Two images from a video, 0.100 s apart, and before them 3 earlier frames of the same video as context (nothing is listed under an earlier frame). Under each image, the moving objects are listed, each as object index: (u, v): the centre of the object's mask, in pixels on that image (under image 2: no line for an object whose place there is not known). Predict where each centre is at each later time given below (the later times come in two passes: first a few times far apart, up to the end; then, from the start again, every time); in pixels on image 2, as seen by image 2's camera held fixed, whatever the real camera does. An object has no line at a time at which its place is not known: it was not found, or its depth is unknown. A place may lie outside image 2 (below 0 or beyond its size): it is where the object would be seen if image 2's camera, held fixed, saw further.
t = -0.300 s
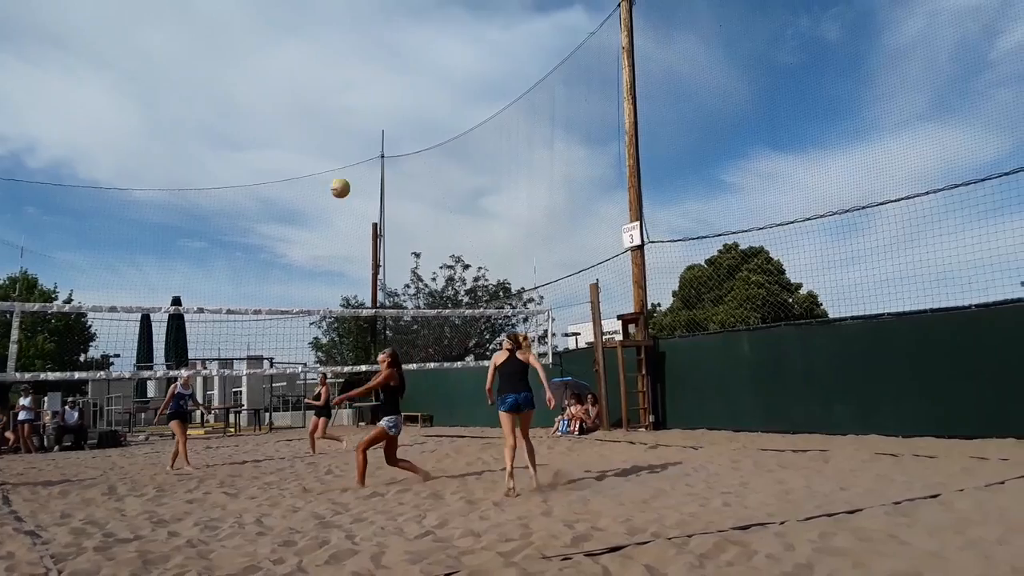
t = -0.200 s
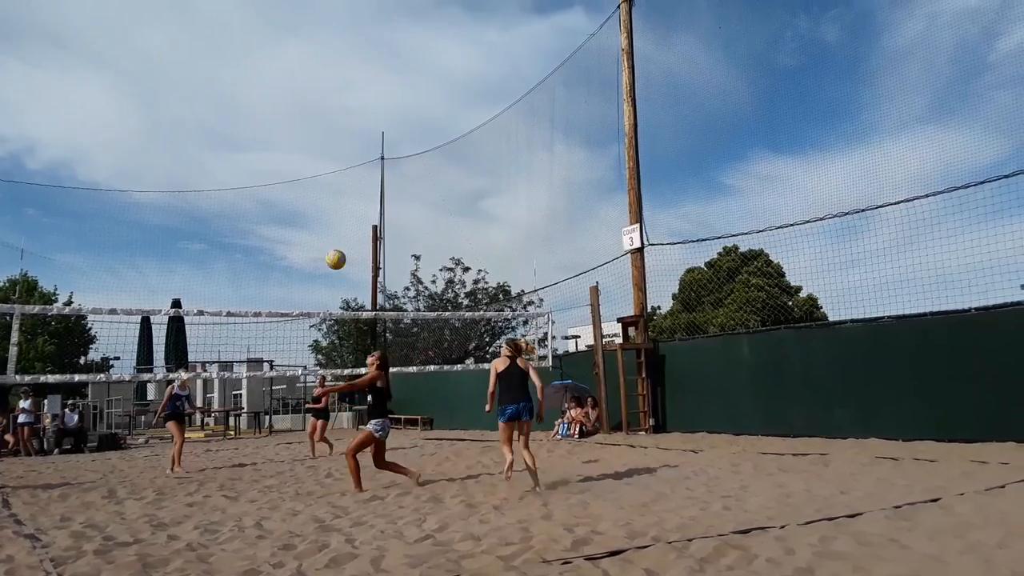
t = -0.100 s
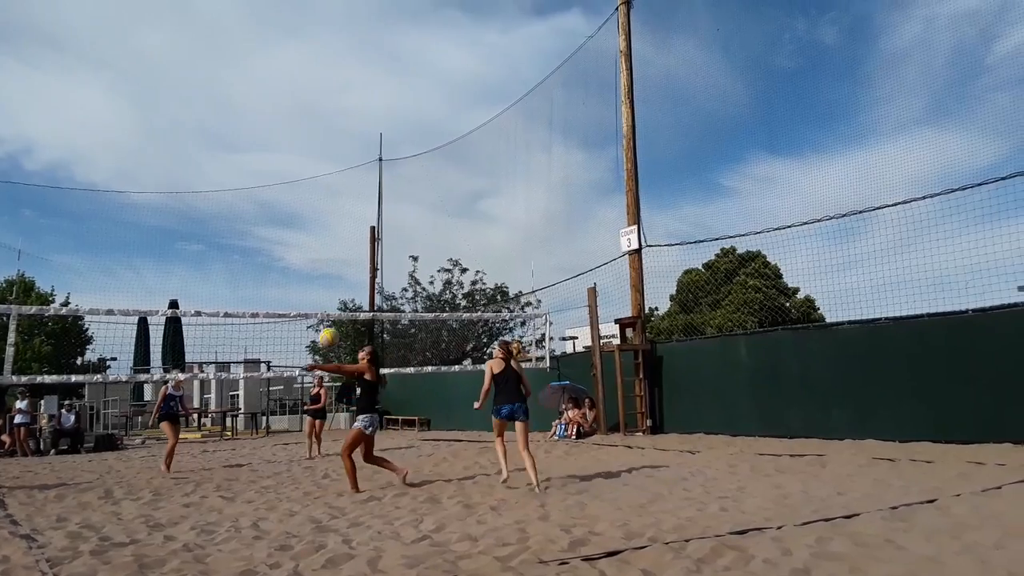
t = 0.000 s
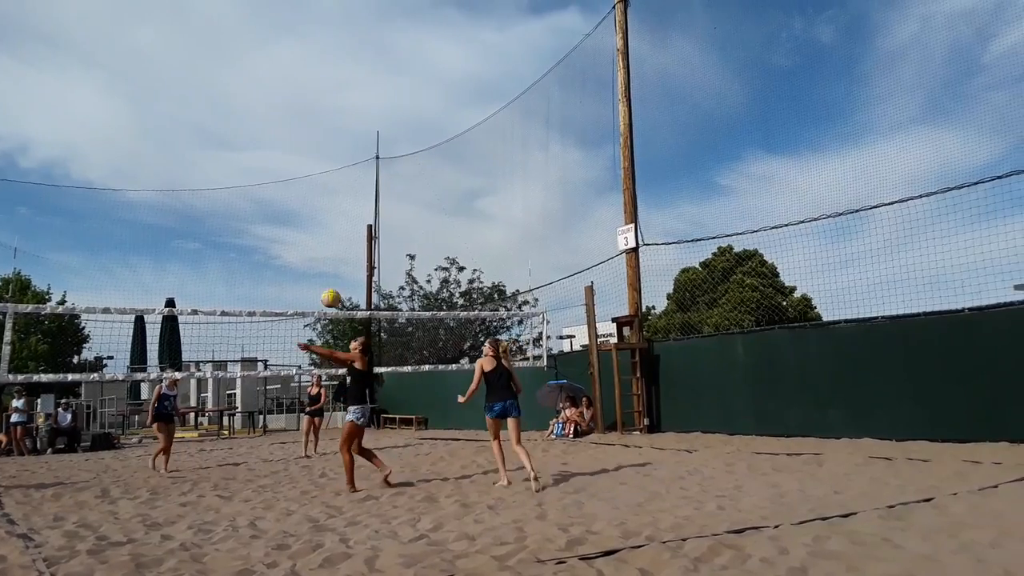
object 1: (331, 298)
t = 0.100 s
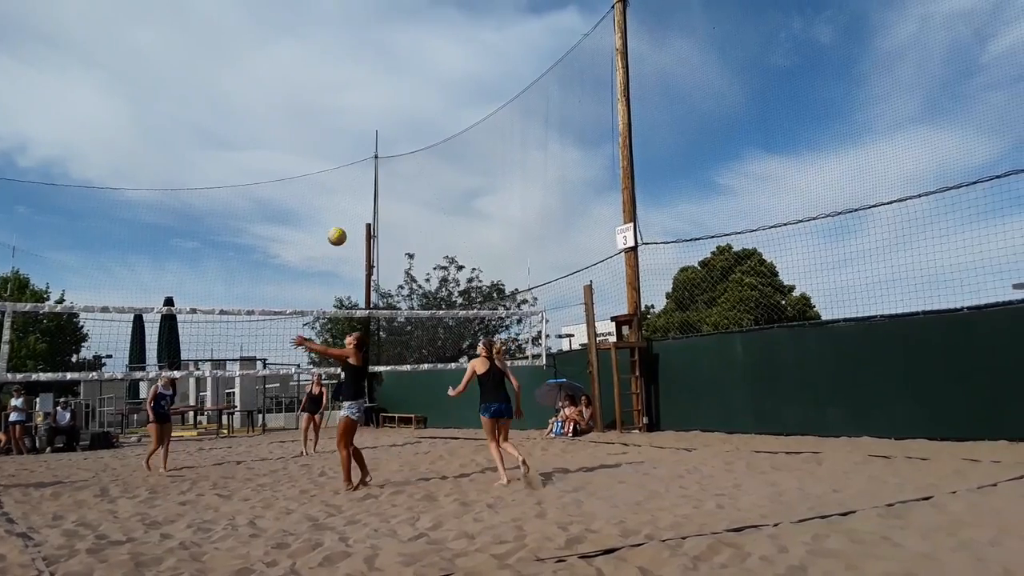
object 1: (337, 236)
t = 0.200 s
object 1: (344, 186)
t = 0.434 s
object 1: (359, 104)
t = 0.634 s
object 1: (372, 71)
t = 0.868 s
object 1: (387, 75)
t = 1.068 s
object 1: (401, 109)
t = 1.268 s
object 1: (415, 172)
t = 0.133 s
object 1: (339, 218)
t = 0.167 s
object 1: (342, 202)
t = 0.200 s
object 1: (344, 186)
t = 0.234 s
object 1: (346, 171)
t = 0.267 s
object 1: (348, 157)
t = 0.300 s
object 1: (350, 145)
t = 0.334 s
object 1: (352, 132)
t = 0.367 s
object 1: (354, 121)
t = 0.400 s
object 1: (357, 113)
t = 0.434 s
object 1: (359, 104)
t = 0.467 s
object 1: (361, 96)
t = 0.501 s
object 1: (363, 90)
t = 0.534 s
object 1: (365, 83)
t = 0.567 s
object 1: (367, 79)
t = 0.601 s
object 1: (369, 74)
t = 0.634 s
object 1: (372, 71)
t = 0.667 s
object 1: (374, 70)
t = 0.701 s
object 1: (377, 68)
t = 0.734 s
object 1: (379, 67)
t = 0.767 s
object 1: (382, 68)
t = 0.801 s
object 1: (384, 70)
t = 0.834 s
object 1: (386, 72)
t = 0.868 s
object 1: (387, 75)
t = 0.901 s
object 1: (390, 78)
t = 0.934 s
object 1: (392, 83)
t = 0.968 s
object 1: (394, 88)
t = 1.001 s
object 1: (397, 94)
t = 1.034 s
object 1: (399, 100)
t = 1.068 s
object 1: (401, 109)
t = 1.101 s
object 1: (404, 117)
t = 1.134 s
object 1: (406, 126)
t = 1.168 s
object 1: (408, 137)
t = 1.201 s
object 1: (410, 148)
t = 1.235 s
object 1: (413, 160)
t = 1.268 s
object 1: (415, 172)
